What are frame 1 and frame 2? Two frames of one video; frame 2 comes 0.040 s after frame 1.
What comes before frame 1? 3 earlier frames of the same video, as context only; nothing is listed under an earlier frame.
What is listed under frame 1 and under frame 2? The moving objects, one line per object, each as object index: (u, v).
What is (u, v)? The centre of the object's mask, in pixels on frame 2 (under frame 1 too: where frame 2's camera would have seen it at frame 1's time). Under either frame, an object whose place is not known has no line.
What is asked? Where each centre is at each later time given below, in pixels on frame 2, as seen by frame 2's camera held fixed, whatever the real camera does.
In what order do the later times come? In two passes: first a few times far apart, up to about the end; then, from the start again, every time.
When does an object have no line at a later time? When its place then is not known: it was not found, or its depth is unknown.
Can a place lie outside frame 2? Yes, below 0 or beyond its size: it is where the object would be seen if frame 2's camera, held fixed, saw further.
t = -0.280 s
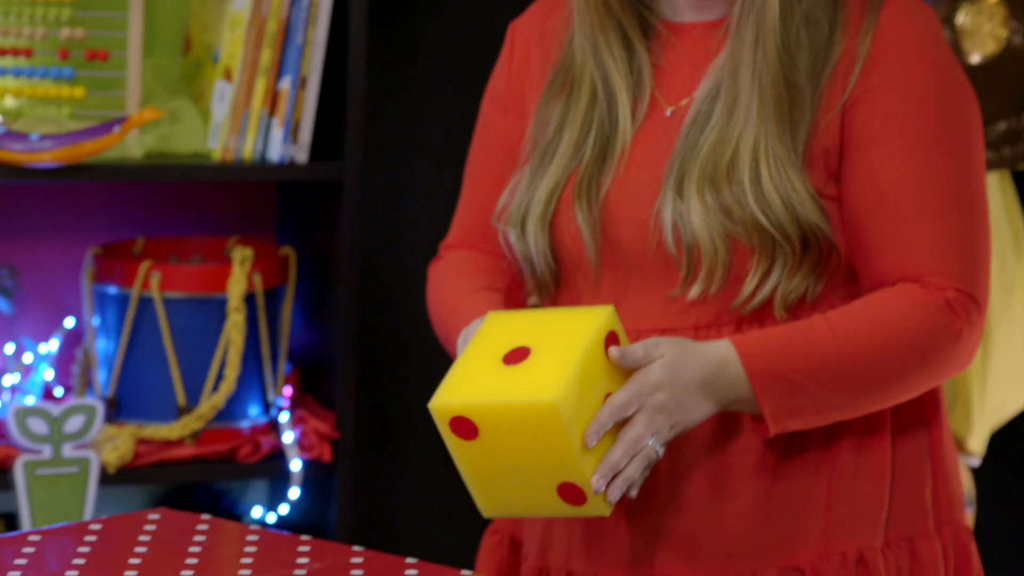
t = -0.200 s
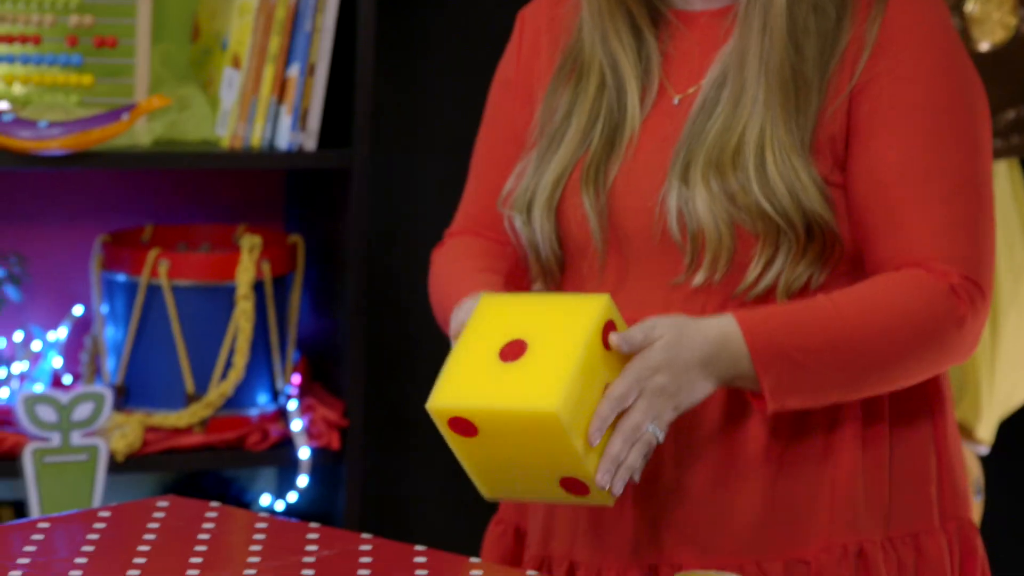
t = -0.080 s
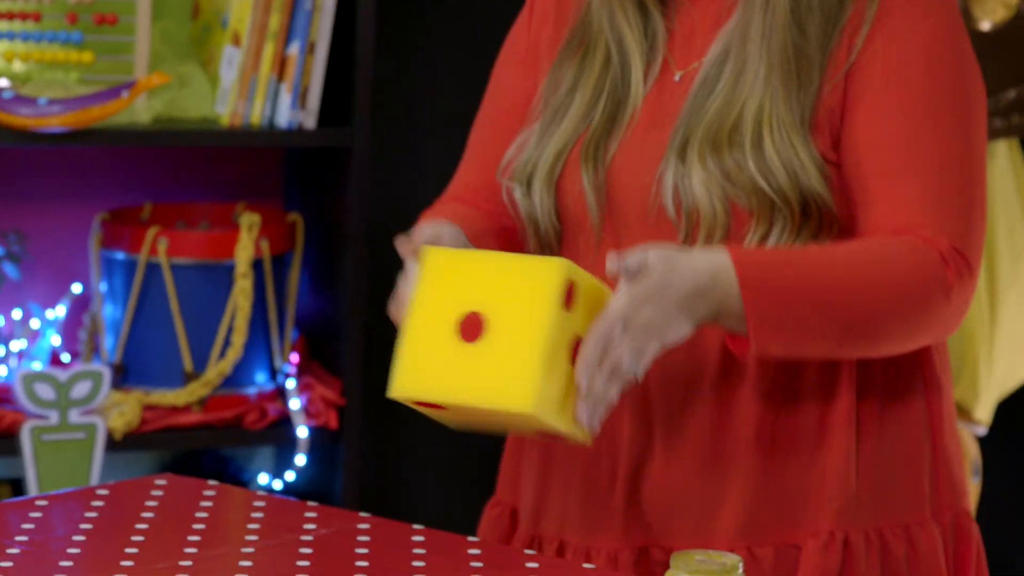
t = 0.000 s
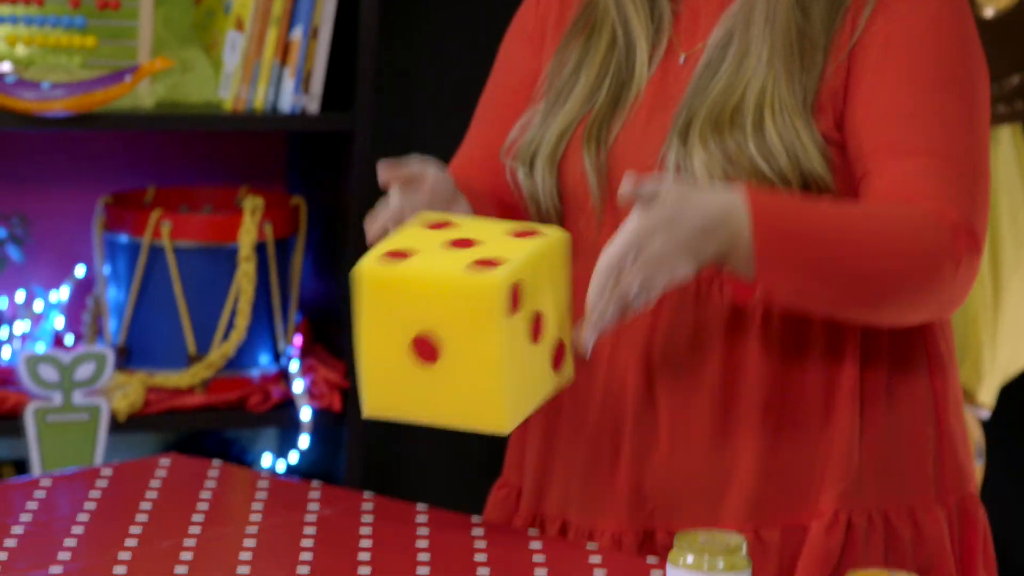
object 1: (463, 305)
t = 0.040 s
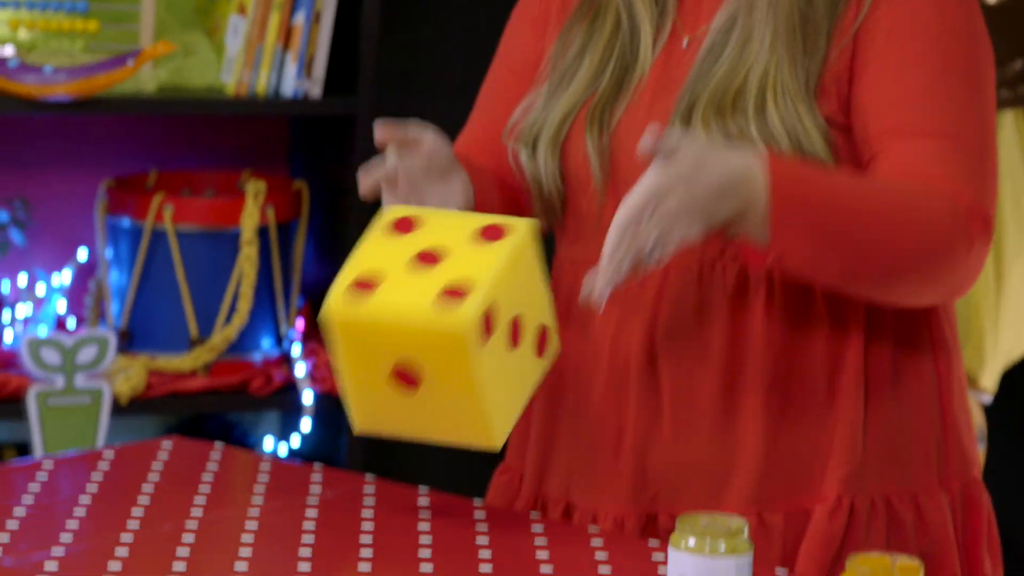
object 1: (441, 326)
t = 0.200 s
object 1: (348, 429)
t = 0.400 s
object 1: (319, 443)
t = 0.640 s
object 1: (328, 449)
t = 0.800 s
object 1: (377, 466)
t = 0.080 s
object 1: (417, 362)
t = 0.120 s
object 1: (387, 413)
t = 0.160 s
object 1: (366, 445)
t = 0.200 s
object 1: (348, 429)
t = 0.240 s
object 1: (330, 430)
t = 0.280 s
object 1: (312, 449)
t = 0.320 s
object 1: (311, 448)
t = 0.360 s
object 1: (315, 444)
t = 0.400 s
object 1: (319, 443)
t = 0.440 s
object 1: (319, 443)
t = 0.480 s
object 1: (316, 445)
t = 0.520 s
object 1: (313, 444)
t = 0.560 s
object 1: (314, 445)
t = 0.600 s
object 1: (320, 448)
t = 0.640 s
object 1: (328, 449)
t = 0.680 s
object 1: (339, 452)
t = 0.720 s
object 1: (351, 459)
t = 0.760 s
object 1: (368, 469)
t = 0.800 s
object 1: (377, 466)
